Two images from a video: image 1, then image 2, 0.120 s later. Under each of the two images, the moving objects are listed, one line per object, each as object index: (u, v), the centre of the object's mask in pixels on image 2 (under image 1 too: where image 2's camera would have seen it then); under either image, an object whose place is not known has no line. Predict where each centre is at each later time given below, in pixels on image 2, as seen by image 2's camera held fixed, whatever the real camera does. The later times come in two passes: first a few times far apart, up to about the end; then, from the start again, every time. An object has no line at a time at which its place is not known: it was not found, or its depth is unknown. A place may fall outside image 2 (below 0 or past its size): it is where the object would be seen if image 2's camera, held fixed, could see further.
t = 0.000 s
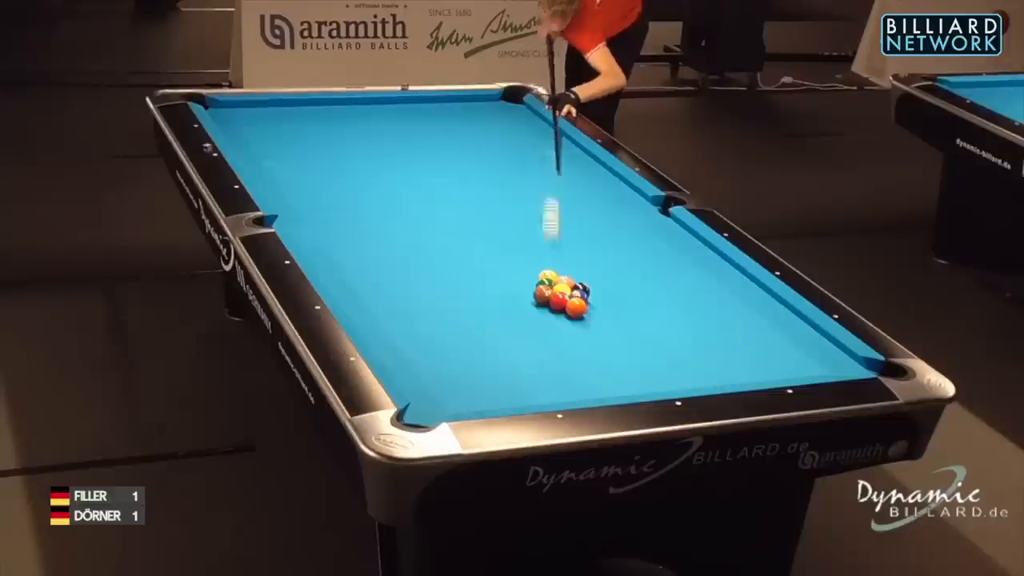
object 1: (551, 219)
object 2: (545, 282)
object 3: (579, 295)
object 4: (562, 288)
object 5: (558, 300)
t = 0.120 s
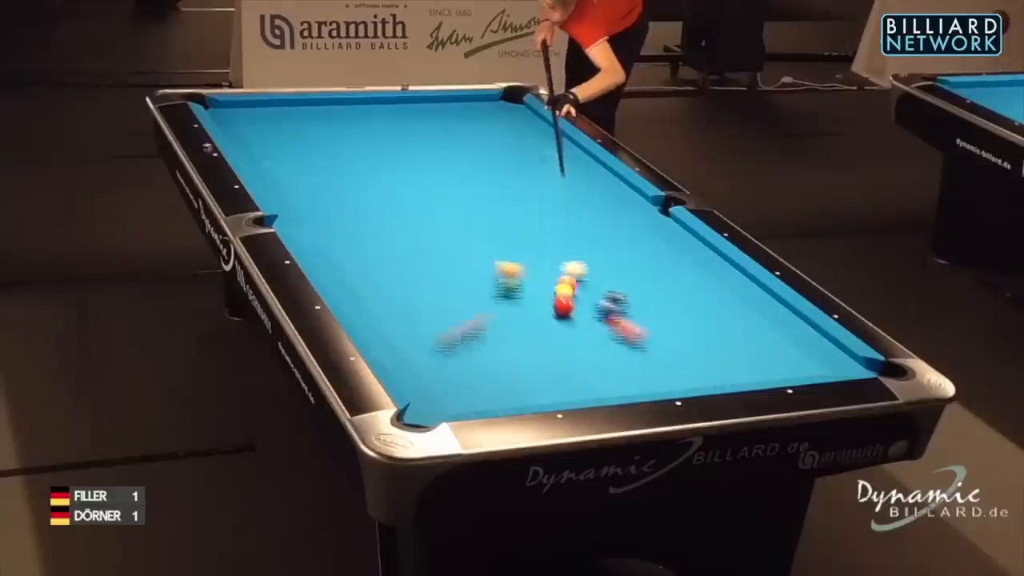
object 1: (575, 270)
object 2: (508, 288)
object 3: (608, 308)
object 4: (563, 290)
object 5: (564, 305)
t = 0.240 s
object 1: (609, 268)
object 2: (450, 287)
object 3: (653, 327)
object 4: (566, 291)
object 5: (569, 315)
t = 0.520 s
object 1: (678, 258)
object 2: (337, 282)
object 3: (694, 328)
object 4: (571, 292)
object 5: (580, 334)
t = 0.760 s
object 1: (694, 248)
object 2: (382, 268)
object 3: (689, 307)
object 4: (573, 292)
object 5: (591, 350)
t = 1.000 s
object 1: (648, 237)
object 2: (425, 253)
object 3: (689, 290)
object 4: (574, 292)
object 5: (601, 367)
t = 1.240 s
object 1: (605, 227)
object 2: (465, 240)
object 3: (689, 274)
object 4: (574, 292)
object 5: (610, 385)
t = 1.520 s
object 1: (558, 216)
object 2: (507, 226)
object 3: (689, 258)
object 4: (574, 292)
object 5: (609, 386)
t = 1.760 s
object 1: (520, 208)
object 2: (541, 214)
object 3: (689, 246)
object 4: (574, 292)
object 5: (597, 378)
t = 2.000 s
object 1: (483, 200)
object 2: (572, 204)
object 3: (689, 234)
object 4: (574, 292)
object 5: (586, 369)
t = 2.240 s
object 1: (449, 191)
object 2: (600, 194)
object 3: (672, 227)
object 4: (574, 292)
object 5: (577, 362)
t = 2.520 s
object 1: (411, 183)
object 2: (621, 186)
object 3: (655, 219)
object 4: (574, 292)
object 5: (567, 355)
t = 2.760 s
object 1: (380, 176)
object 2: (597, 183)
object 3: (641, 213)
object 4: (574, 292)
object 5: (561, 350)
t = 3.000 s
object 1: (352, 169)
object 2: (574, 181)
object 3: (628, 208)
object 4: (574, 292)
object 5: (555, 345)
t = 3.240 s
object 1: (325, 163)
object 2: (553, 178)
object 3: (617, 203)
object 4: (574, 292)
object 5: (551, 341)
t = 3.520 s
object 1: (296, 156)
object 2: (531, 176)
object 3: (605, 198)
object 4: (574, 292)
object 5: (548, 337)
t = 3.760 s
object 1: (273, 151)
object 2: (513, 175)
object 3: (596, 194)
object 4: (574, 292)
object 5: (546, 335)
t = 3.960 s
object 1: (255, 146)
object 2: (498, 173)
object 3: (590, 191)
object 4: (574, 292)
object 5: (545, 333)
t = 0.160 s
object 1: (588, 271)
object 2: (487, 287)
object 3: (625, 315)
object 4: (564, 291)
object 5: (565, 308)
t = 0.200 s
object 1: (599, 269)
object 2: (468, 287)
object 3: (639, 320)
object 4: (565, 290)
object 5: (567, 312)
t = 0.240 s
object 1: (609, 268)
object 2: (450, 287)
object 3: (653, 327)
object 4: (566, 291)
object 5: (569, 315)
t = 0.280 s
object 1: (619, 266)
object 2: (434, 287)
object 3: (667, 332)
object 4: (567, 291)
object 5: (570, 317)
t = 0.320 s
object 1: (629, 265)
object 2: (416, 287)
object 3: (682, 336)
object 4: (567, 291)
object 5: (572, 320)
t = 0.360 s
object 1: (640, 264)
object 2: (400, 287)
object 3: (696, 342)
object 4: (568, 291)
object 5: (573, 323)
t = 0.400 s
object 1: (649, 262)
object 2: (383, 286)
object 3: (706, 345)
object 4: (569, 291)
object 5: (575, 326)
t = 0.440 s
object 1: (660, 261)
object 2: (365, 286)
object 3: (702, 339)
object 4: (569, 292)
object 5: (577, 329)
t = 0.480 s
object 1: (668, 259)
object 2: (350, 285)
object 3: (697, 333)
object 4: (570, 292)
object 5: (578, 331)
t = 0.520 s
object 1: (678, 258)
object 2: (337, 282)
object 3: (694, 328)
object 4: (571, 292)
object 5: (580, 334)
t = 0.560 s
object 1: (687, 256)
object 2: (342, 281)
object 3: (692, 323)
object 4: (571, 293)
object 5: (582, 337)
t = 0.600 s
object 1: (697, 255)
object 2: (351, 279)
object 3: (690, 319)
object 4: (572, 293)
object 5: (584, 340)
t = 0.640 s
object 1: (706, 253)
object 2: (359, 276)
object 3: (690, 316)
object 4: (572, 293)
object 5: (585, 343)
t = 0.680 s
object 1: (711, 252)
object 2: (367, 273)
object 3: (689, 313)
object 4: (572, 293)
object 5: (587, 346)
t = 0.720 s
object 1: (703, 250)
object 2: (375, 270)
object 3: (689, 310)
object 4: (573, 292)
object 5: (589, 347)
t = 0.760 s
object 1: (694, 248)
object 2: (382, 268)
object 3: (689, 307)
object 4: (573, 292)
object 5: (591, 350)
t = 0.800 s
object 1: (686, 247)
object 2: (390, 266)
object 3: (689, 304)
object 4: (573, 292)
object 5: (592, 353)
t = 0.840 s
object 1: (679, 245)
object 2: (397, 263)
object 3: (689, 301)
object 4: (574, 292)
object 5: (594, 356)
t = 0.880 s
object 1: (671, 243)
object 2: (404, 261)
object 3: (689, 298)
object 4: (574, 292)
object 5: (595, 360)
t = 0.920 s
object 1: (663, 241)
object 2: (411, 258)
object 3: (689, 295)
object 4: (574, 292)
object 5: (597, 361)
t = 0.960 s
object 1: (656, 240)
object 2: (418, 256)
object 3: (689, 292)
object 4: (574, 292)
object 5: (599, 365)
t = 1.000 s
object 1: (648, 237)
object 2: (425, 253)
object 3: (689, 290)
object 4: (574, 292)
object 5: (601, 367)
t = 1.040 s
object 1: (641, 236)
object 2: (432, 251)
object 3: (689, 287)
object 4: (574, 292)
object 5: (603, 370)
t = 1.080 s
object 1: (634, 234)
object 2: (439, 249)
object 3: (689, 284)
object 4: (574, 292)
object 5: (604, 373)
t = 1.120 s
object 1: (627, 233)
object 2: (446, 247)
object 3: (689, 282)
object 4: (574, 292)
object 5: (605, 376)
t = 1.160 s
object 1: (620, 231)
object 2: (452, 245)
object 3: (689, 279)
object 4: (574, 292)
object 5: (607, 379)
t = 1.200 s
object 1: (613, 229)
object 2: (458, 242)
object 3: (689, 277)
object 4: (574, 293)
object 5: (609, 381)
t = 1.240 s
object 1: (605, 227)
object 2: (465, 240)
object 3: (689, 274)
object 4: (574, 292)
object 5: (610, 385)
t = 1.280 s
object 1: (598, 226)
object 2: (471, 238)
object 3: (689, 272)
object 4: (574, 293)
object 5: (612, 386)
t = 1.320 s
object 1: (592, 225)
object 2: (478, 236)
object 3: (689, 269)
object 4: (574, 293)
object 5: (613, 388)
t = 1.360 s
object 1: (585, 223)
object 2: (483, 234)
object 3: (689, 267)
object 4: (574, 292)
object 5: (615, 389)
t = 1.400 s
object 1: (578, 221)
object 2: (490, 231)
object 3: (689, 265)
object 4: (574, 292)
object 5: (615, 389)
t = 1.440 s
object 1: (571, 220)
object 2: (496, 230)
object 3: (689, 263)
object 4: (574, 292)
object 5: (613, 389)
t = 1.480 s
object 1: (564, 218)
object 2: (502, 228)
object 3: (689, 260)
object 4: (574, 292)
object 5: (611, 388)
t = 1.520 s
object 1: (558, 216)
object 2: (507, 226)
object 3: (689, 258)
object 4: (574, 292)
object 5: (609, 386)
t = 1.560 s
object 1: (551, 215)
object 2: (513, 224)
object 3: (689, 255)
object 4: (574, 292)
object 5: (606, 385)
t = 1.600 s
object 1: (545, 214)
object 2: (519, 222)
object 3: (689, 253)
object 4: (574, 292)
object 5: (604, 384)
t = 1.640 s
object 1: (539, 211)
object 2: (524, 220)
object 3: (689, 251)
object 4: (574, 292)
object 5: (602, 382)
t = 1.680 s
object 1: (533, 208)
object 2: (530, 219)
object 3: (689, 249)
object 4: (574, 292)
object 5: (600, 382)
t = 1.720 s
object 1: (525, 207)
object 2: (535, 217)
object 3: (689, 248)
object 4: (574, 292)
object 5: (598, 380)
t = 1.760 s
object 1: (520, 208)
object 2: (541, 214)
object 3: (689, 246)
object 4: (574, 292)
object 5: (597, 378)
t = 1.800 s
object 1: (514, 206)
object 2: (547, 213)
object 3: (689, 244)
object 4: (574, 292)
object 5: (595, 376)
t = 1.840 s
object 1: (507, 205)
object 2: (551, 211)
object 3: (689, 241)
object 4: (574, 292)
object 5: (593, 374)
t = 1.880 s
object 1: (501, 203)
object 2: (556, 209)
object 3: (689, 238)
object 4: (574, 292)
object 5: (592, 373)
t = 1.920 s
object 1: (495, 202)
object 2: (562, 208)
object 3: (689, 237)
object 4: (574, 292)
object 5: (590, 372)
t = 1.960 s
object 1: (489, 201)
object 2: (567, 206)
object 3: (689, 235)
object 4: (574, 292)
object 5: (588, 371)
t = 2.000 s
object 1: (483, 200)
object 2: (572, 204)
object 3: (689, 234)
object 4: (574, 292)
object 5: (586, 369)
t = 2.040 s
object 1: (477, 198)
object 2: (577, 202)
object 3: (686, 233)
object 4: (574, 292)
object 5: (585, 368)
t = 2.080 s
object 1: (471, 197)
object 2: (582, 201)
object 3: (683, 232)
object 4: (574, 292)
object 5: (583, 367)
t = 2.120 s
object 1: (466, 195)
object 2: (586, 199)
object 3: (680, 230)
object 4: (574, 292)
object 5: (581, 366)
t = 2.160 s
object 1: (460, 194)
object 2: (591, 198)
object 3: (677, 229)
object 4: (574, 292)
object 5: (580, 364)
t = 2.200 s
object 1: (454, 193)
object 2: (596, 196)
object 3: (674, 228)
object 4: (574, 292)
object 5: (578, 363)
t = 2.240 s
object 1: (449, 191)
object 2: (600, 194)
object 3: (672, 227)
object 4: (574, 292)
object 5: (577, 362)
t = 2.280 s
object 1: (443, 190)
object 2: (605, 193)
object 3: (670, 225)
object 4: (574, 292)
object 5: (575, 361)
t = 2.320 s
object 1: (438, 189)
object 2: (610, 192)
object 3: (667, 225)
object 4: (574, 292)
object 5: (574, 360)
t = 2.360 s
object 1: (432, 187)
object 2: (614, 189)
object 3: (664, 224)
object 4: (574, 292)
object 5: (572, 359)
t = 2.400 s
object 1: (427, 186)
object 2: (618, 188)
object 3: (662, 223)
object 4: (574, 292)
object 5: (571, 358)
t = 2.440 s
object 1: (421, 185)
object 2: (622, 187)
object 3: (659, 222)
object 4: (574, 292)
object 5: (570, 357)
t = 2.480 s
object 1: (416, 184)
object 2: (625, 186)
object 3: (657, 220)
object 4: (574, 292)
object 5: (568, 356)
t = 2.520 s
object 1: (411, 183)
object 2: (621, 186)
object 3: (655, 219)
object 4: (574, 292)
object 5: (567, 355)
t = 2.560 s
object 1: (406, 182)
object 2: (617, 185)
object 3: (652, 218)
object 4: (574, 292)
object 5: (566, 354)
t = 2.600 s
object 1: (400, 180)
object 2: (613, 185)
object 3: (650, 217)
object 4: (574, 292)
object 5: (565, 354)
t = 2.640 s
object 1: (396, 179)
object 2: (609, 185)
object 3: (647, 216)
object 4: (574, 292)
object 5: (564, 353)
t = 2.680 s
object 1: (390, 178)
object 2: (604, 183)
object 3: (645, 215)
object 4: (574, 292)
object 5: (563, 351)
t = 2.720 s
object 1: (385, 177)
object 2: (601, 183)
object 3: (643, 214)
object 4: (574, 292)
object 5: (562, 350)
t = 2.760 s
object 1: (380, 176)
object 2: (597, 183)
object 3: (641, 213)
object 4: (574, 292)
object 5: (561, 350)
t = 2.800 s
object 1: (375, 174)
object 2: (593, 182)
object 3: (638, 212)
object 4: (574, 292)
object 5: (560, 349)
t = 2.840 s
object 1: (370, 174)
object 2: (589, 182)
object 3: (636, 211)
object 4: (574, 292)
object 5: (559, 348)
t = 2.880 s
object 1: (366, 173)
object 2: (586, 182)
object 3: (634, 211)
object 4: (574, 292)
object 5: (558, 347)
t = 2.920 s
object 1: (361, 171)
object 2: (582, 181)
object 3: (632, 210)
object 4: (574, 292)
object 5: (557, 346)
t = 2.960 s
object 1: (357, 170)
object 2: (578, 181)
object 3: (630, 209)
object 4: (574, 292)
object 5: (556, 346)
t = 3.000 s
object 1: (352, 169)
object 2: (574, 181)
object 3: (628, 208)
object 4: (574, 292)
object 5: (555, 345)
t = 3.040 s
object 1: (348, 168)
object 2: (570, 180)
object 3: (626, 207)
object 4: (574, 292)
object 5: (554, 344)
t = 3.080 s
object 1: (343, 167)
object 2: (567, 180)
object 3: (624, 206)
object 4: (574, 292)
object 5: (554, 344)
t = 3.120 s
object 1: (338, 166)
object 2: (563, 179)
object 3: (622, 205)
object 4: (574, 292)
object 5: (553, 342)
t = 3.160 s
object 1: (334, 165)
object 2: (560, 179)
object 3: (620, 204)
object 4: (574, 292)
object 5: (552, 342)
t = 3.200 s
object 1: (329, 164)
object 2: (556, 178)
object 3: (618, 203)
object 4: (574, 292)
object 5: (551, 342)
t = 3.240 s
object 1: (325, 163)
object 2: (553, 178)
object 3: (617, 203)
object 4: (574, 292)
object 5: (551, 341)
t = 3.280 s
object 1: (321, 162)
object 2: (550, 178)
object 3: (615, 202)
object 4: (574, 292)
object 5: (550, 340)
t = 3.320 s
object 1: (317, 161)
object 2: (546, 178)
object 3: (613, 201)
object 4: (574, 292)
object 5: (550, 339)
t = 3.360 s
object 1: (313, 160)
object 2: (543, 177)
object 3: (611, 200)
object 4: (574, 292)
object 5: (549, 339)
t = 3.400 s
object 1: (308, 159)
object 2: (540, 177)
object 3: (610, 200)
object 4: (574, 292)
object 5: (549, 338)
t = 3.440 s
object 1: (304, 158)
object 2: (537, 177)
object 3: (608, 199)
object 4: (574, 292)
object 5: (548, 338)
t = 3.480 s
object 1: (300, 157)
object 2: (534, 176)
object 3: (607, 198)
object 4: (574, 292)
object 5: (548, 337)
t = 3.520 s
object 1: (296, 156)
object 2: (531, 176)
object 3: (605, 198)
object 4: (574, 292)
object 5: (548, 337)
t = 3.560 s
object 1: (292, 155)
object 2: (527, 176)
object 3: (603, 197)
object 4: (574, 292)
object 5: (547, 336)
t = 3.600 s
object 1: (288, 155)
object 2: (525, 175)
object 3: (602, 196)
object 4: (574, 292)
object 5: (547, 336)
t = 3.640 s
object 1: (284, 154)
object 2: (521, 175)
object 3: (600, 196)
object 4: (574, 292)
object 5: (546, 336)
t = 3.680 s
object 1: (280, 153)
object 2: (518, 175)
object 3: (599, 195)
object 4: (574, 292)
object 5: (546, 335)
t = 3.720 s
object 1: (277, 152)
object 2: (515, 175)
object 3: (598, 195)
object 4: (574, 292)
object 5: (546, 335)
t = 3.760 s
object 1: (273, 151)
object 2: (513, 175)
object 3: (596, 194)
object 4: (574, 292)
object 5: (546, 335)
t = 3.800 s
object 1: (269, 150)
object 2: (510, 174)
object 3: (595, 193)
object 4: (574, 292)
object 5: (545, 334)
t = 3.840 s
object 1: (265, 149)
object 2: (507, 174)
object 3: (594, 193)
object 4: (574, 292)
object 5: (545, 334)
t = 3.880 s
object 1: (262, 148)
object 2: (504, 173)
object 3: (592, 192)
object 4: (574, 292)
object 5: (545, 334)
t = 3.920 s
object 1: (259, 147)
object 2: (502, 173)
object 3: (591, 192)
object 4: (574, 292)
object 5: (545, 334)
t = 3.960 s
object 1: (255, 146)
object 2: (498, 173)
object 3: (590, 191)
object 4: (574, 292)
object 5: (545, 333)
